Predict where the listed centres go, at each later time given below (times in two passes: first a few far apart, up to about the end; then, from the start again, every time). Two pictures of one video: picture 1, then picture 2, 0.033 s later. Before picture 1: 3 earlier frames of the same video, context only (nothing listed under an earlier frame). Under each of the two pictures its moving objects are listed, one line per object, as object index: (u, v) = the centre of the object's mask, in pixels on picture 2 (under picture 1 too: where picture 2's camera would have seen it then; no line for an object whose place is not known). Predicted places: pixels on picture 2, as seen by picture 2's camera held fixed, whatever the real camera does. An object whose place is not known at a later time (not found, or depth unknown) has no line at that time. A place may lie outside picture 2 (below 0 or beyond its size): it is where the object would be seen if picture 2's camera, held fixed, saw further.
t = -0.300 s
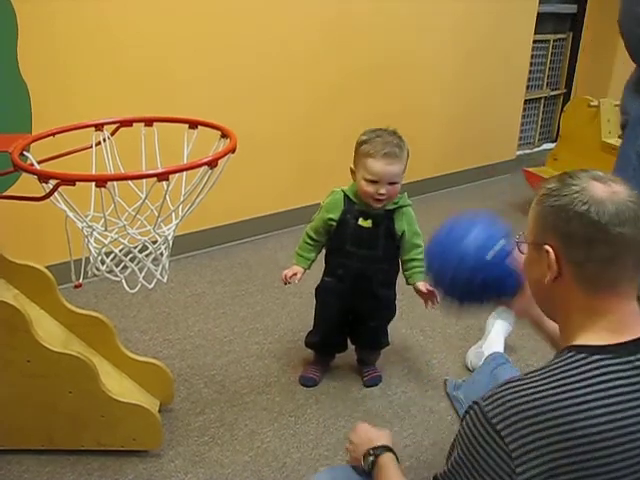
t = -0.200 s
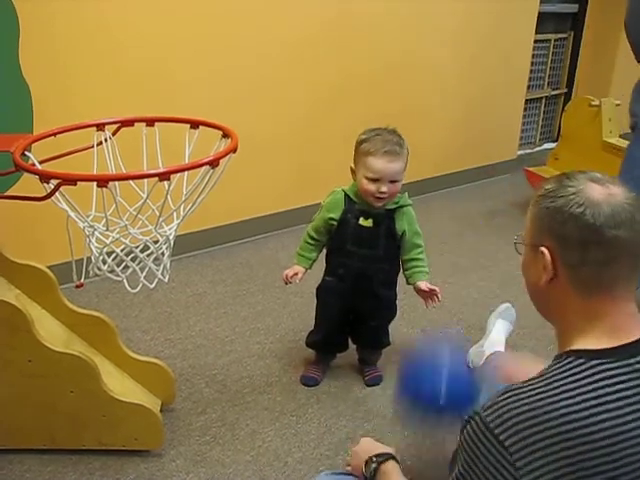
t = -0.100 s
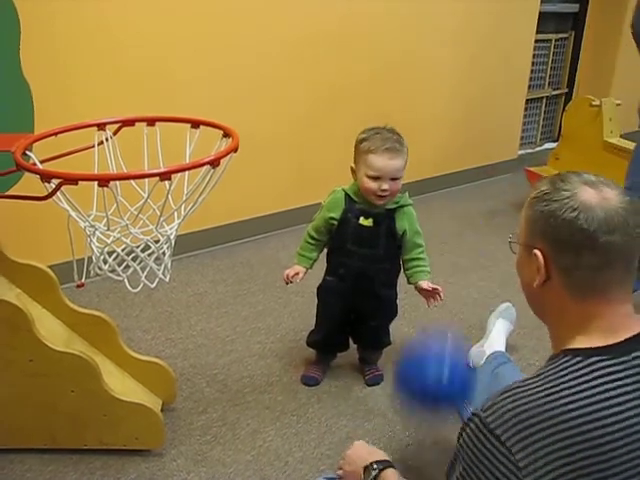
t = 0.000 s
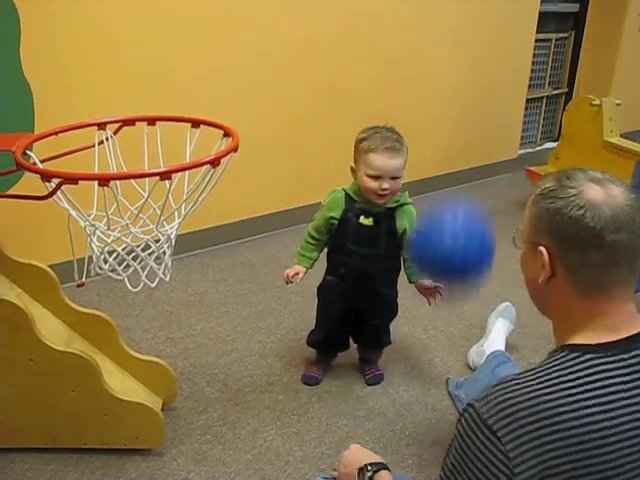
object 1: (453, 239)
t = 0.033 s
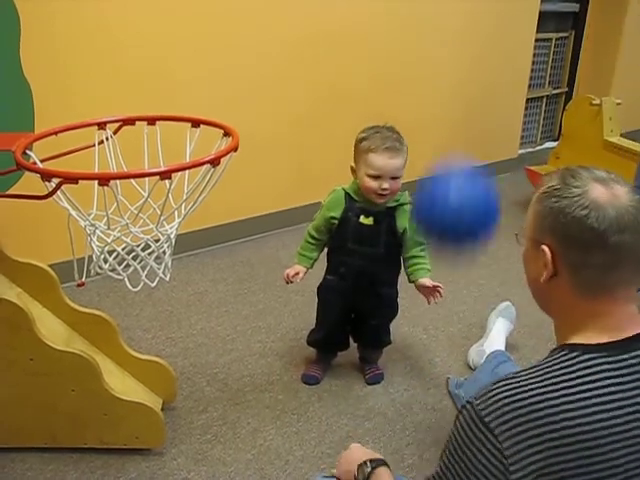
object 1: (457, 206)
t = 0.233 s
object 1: (464, 66)
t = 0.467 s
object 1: (453, 107)
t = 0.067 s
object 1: (459, 170)
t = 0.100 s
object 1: (462, 140)
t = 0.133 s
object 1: (463, 114)
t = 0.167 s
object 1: (464, 93)
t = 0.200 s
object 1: (465, 77)
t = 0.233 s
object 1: (464, 66)
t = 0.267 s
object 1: (464, 59)
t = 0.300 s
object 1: (463, 57)
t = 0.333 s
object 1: (462, 59)
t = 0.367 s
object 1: (460, 65)
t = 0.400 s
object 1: (458, 75)
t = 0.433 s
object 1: (455, 89)
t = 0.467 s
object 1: (453, 107)
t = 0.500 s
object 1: (450, 129)
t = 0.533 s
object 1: (446, 155)
